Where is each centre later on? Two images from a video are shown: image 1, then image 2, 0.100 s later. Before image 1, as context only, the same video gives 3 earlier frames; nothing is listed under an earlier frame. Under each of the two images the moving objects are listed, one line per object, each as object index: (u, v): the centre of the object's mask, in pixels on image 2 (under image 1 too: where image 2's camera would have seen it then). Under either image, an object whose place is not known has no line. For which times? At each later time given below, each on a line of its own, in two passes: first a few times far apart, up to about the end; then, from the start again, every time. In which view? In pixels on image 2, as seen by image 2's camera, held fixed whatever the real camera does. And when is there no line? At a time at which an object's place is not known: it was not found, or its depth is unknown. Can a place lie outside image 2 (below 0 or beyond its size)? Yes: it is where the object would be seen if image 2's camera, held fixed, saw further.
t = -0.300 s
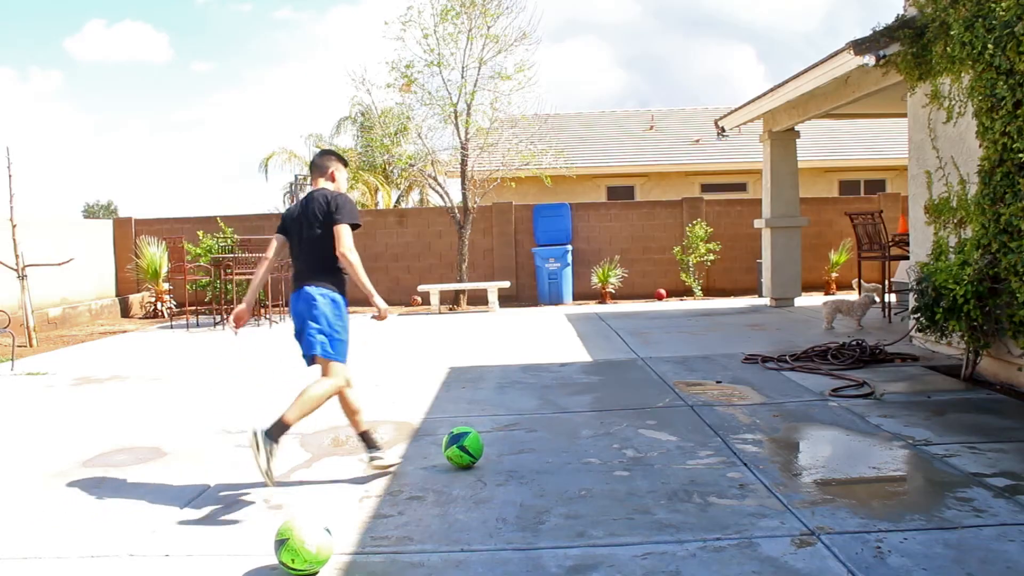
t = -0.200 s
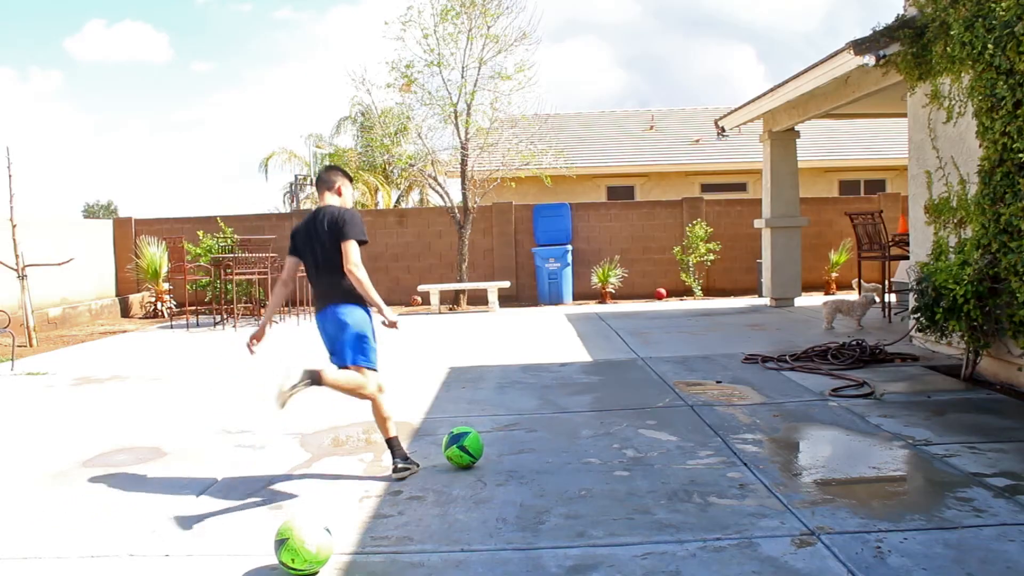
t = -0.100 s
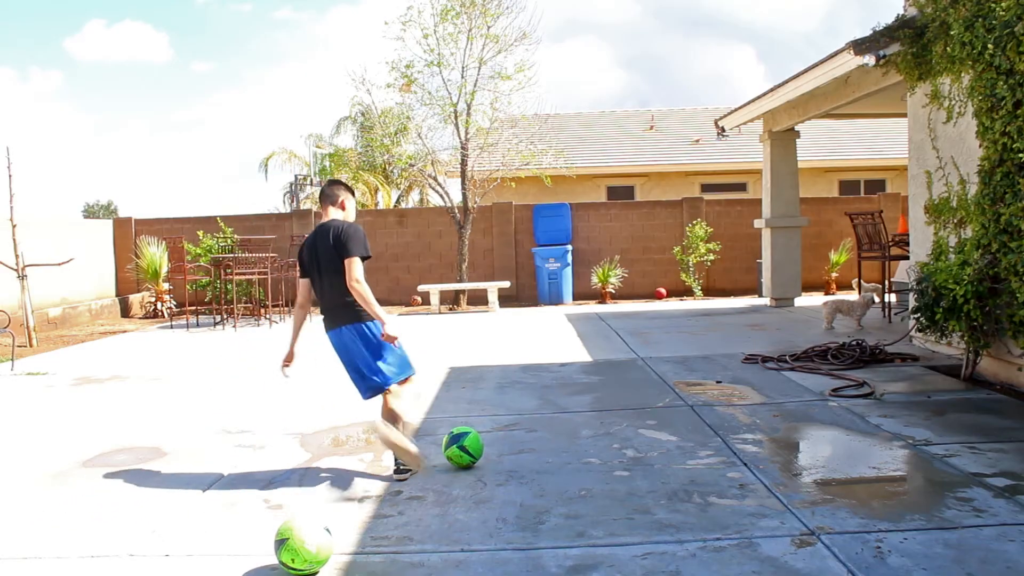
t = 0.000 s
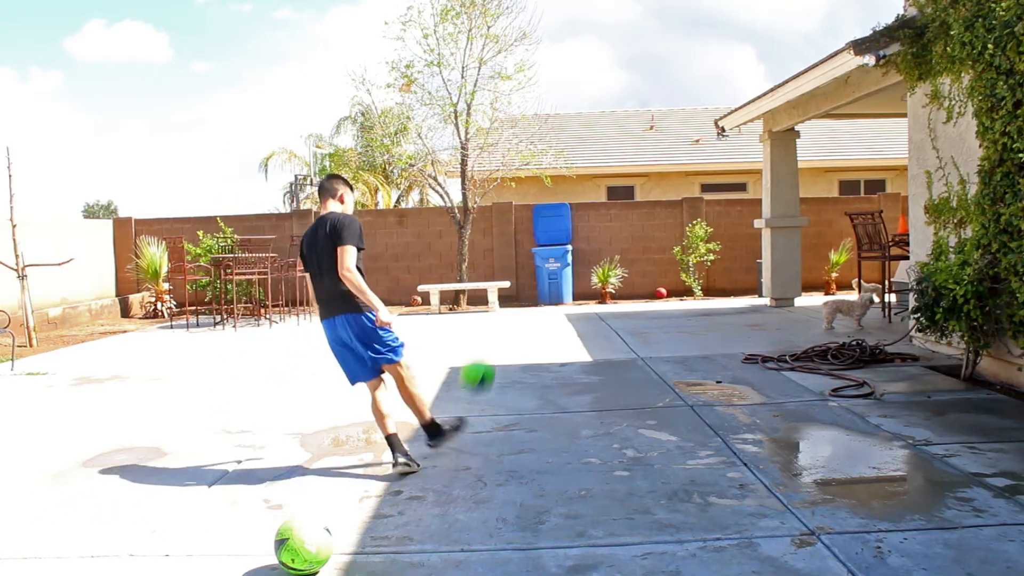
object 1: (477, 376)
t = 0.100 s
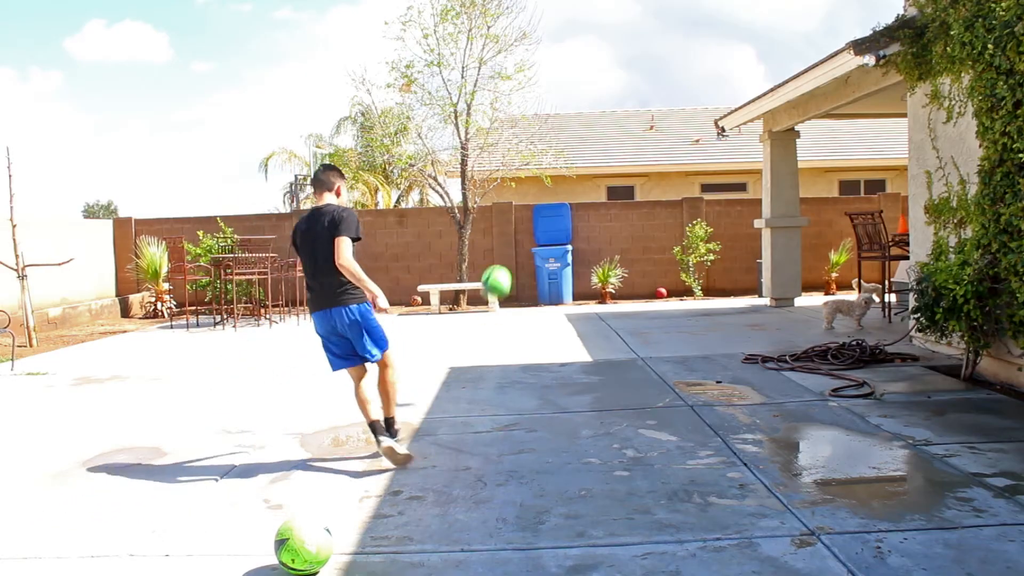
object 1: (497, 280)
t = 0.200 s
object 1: (507, 229)
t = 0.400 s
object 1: (523, 183)
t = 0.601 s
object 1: (533, 181)
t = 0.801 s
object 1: (539, 201)
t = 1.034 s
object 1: (545, 240)
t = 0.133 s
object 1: (500, 261)
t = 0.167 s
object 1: (504, 244)
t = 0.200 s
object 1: (507, 229)
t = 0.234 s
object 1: (511, 217)
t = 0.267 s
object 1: (514, 207)
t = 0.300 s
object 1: (516, 199)
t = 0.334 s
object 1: (519, 192)
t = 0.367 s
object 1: (522, 187)
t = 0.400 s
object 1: (523, 183)
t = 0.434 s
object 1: (525, 180)
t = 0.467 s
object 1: (527, 179)
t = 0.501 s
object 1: (528, 178)
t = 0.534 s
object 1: (529, 178)
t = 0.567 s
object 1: (531, 179)
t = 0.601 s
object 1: (533, 181)
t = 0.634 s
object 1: (534, 183)
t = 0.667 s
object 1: (535, 185)
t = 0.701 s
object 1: (536, 188)
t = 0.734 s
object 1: (537, 192)
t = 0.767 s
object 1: (538, 196)
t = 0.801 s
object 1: (539, 201)
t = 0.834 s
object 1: (540, 206)
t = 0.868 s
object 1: (541, 212)
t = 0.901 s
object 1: (542, 217)
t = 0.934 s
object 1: (543, 223)
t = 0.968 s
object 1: (543, 229)
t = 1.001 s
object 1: (544, 236)
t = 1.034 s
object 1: (545, 240)
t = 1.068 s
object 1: (545, 243)
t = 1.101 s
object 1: (545, 246)
